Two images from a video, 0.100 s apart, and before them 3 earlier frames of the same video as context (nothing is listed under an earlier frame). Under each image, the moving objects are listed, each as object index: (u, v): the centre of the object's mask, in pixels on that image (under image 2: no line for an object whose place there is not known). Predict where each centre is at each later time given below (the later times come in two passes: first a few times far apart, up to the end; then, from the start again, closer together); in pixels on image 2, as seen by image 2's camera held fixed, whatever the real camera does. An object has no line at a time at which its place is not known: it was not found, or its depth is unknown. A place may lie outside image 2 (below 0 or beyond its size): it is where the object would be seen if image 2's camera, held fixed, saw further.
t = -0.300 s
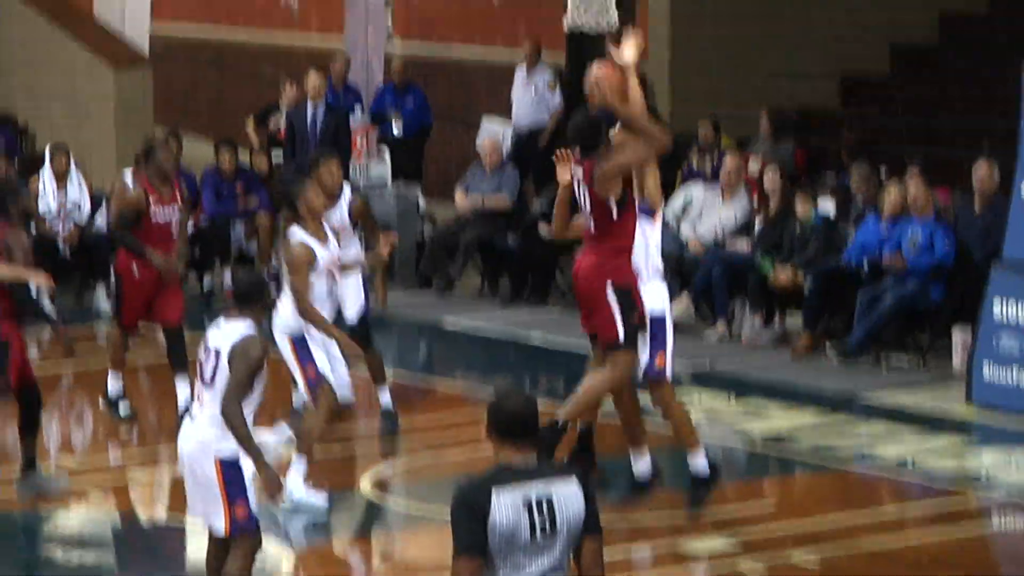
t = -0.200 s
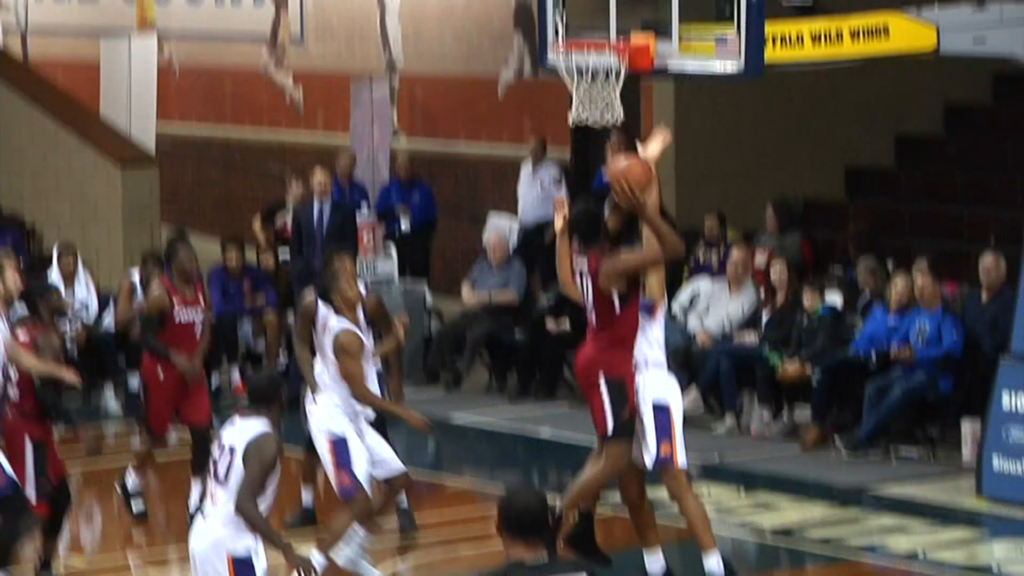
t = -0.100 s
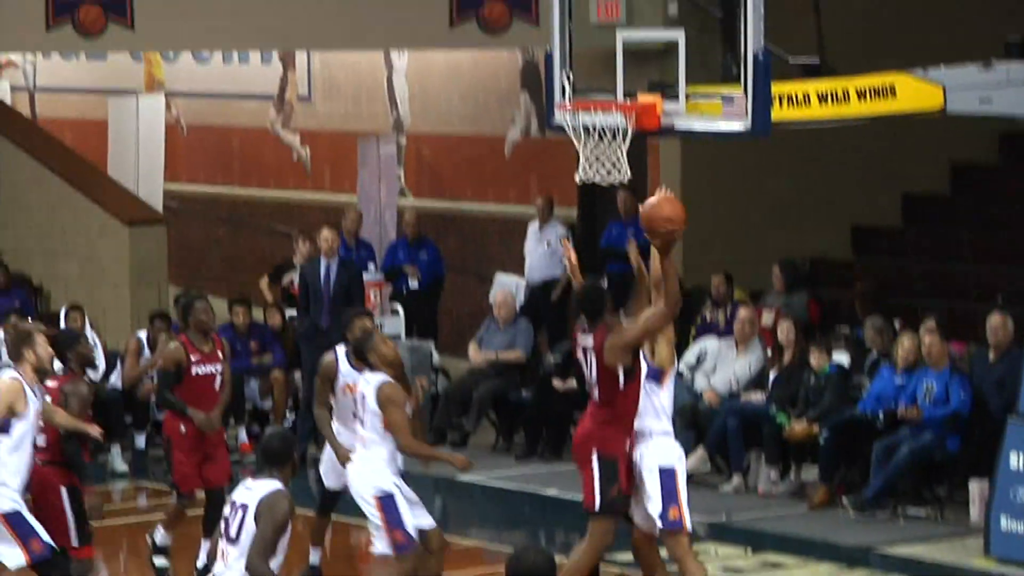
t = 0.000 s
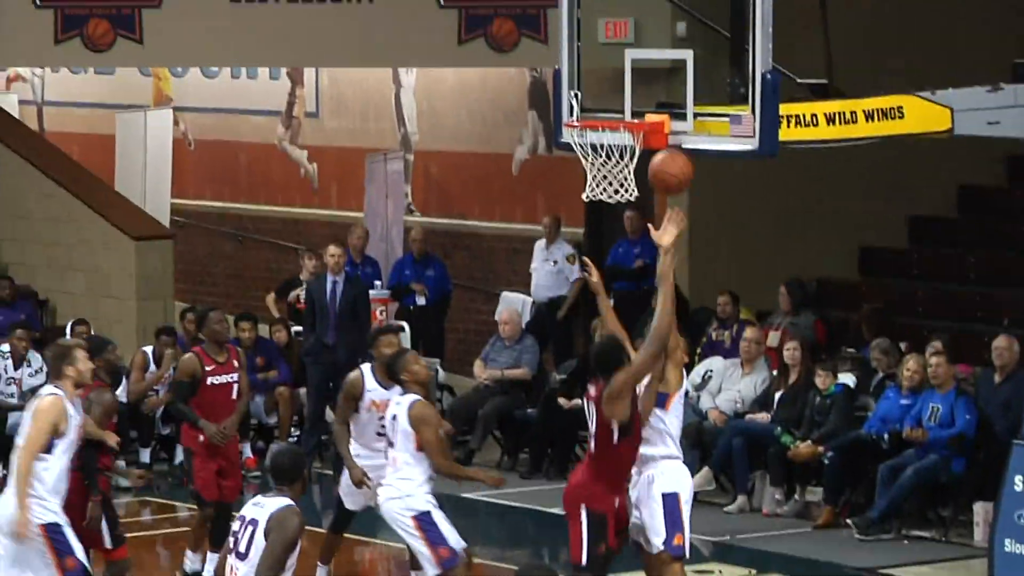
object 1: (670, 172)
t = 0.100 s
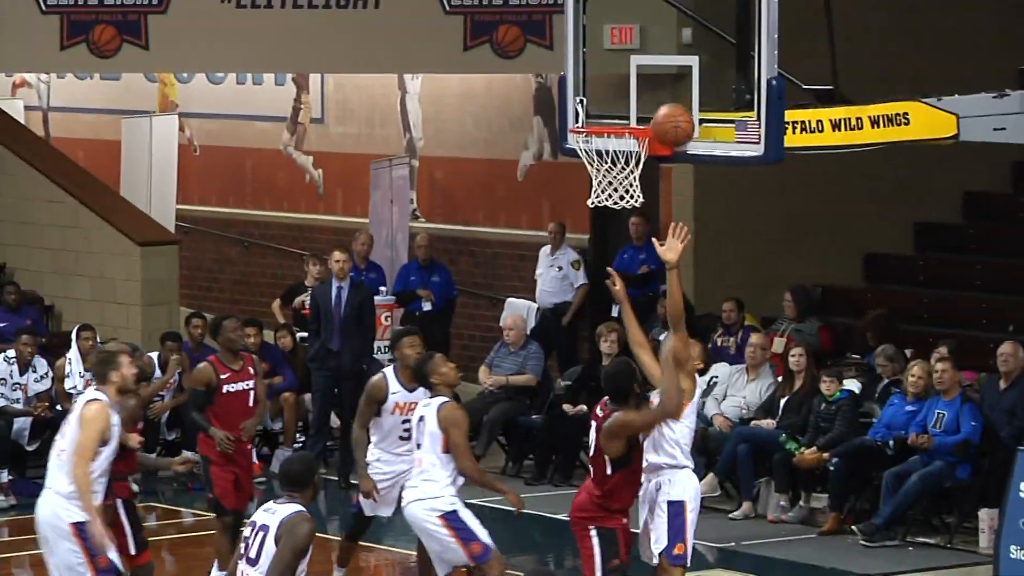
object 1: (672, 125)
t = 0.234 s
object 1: (667, 89)
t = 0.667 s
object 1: (598, 167)
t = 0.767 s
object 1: (604, 211)
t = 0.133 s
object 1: (672, 113)
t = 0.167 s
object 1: (670, 103)
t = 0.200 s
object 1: (669, 95)
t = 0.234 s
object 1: (667, 89)
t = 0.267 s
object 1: (667, 84)
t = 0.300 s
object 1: (666, 82)
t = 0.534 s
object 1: (608, 113)
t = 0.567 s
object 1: (598, 126)
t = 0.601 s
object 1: (600, 140)
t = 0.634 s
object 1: (595, 158)
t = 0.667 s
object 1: (598, 167)
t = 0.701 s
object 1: (603, 187)
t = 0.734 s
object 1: (602, 200)
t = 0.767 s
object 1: (604, 211)
